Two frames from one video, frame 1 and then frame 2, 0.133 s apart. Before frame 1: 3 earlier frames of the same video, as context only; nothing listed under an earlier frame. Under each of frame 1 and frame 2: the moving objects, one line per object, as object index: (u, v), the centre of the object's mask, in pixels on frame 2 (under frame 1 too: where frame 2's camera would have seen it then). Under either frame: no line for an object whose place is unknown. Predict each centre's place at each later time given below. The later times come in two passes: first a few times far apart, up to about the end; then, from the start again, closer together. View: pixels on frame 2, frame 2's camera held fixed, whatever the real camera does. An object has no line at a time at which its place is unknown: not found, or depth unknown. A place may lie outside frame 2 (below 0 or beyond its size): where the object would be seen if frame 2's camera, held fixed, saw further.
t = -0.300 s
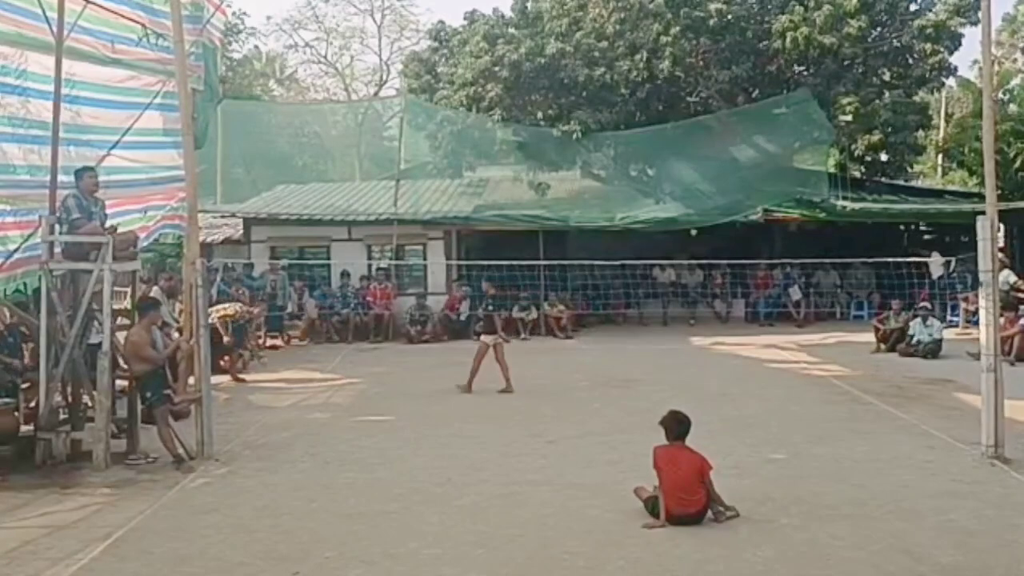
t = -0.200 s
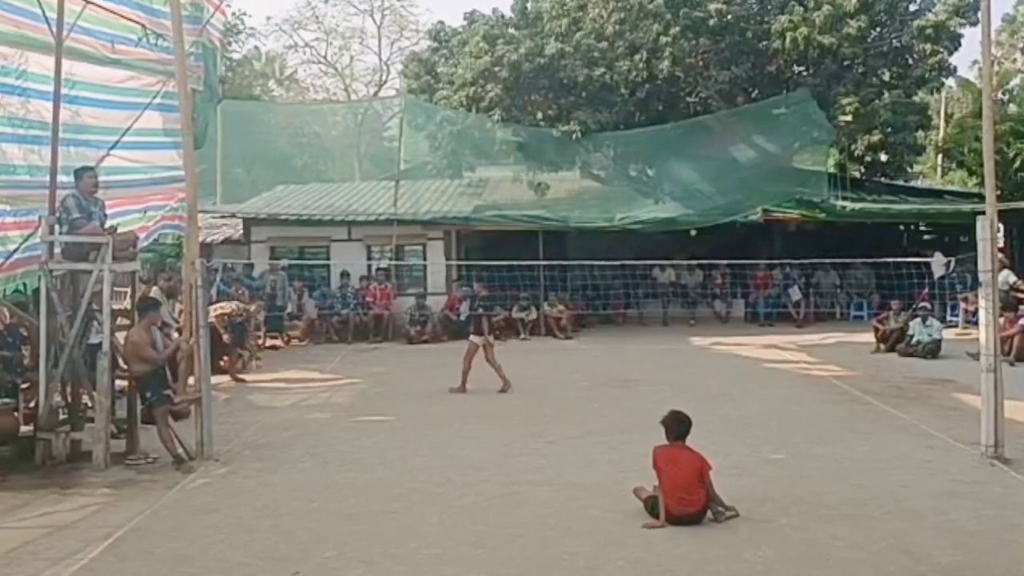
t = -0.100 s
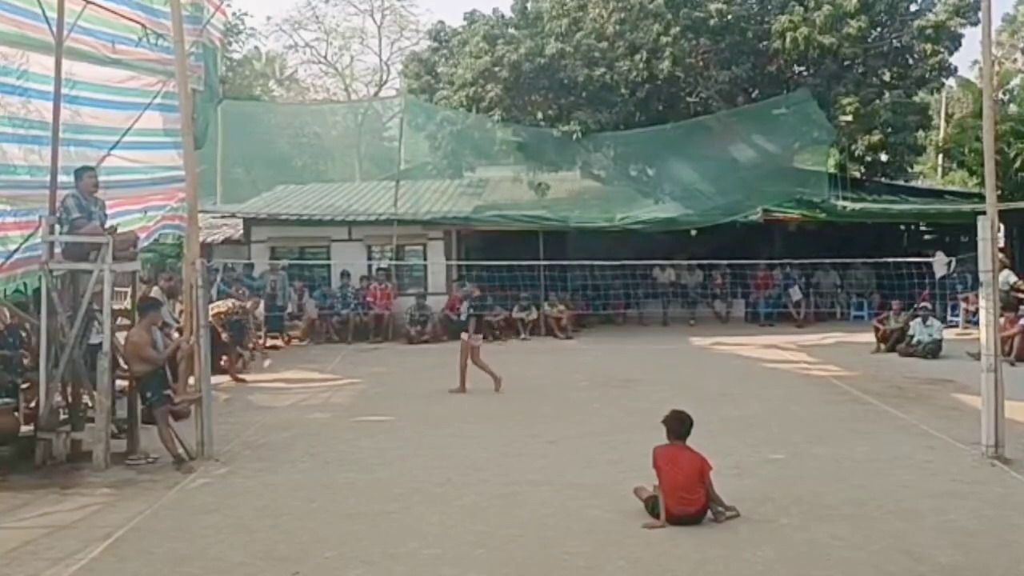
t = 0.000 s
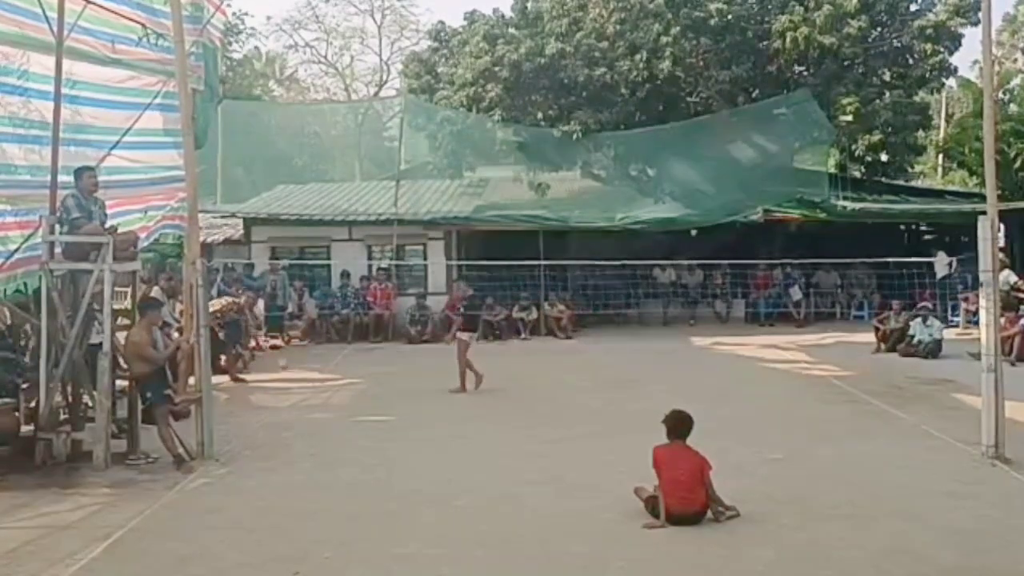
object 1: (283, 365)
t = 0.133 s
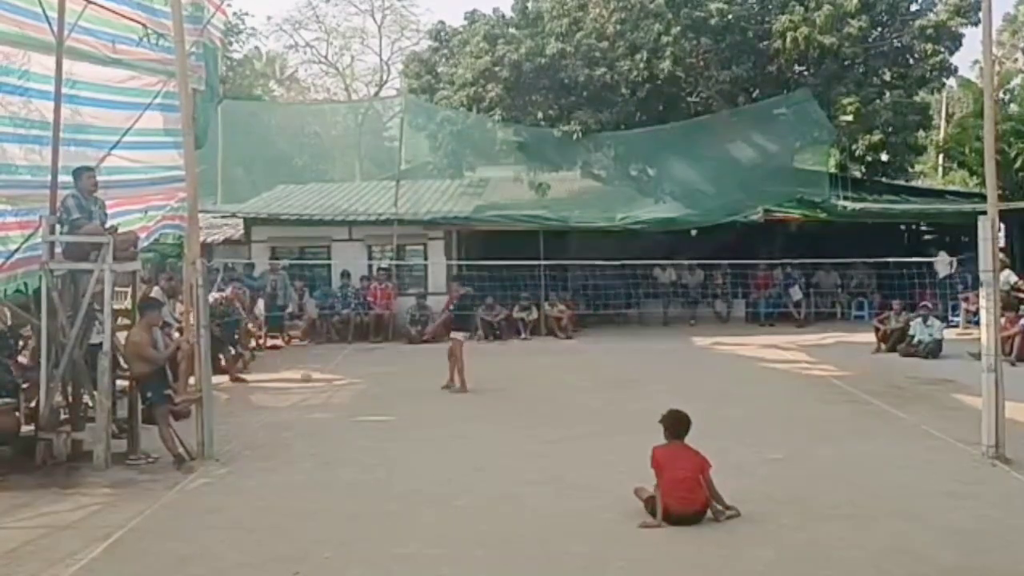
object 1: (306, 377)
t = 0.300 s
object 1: (332, 400)
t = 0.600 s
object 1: (367, 415)
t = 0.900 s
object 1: (407, 438)
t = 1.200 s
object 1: (459, 462)
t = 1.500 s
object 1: (521, 486)
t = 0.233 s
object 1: (323, 399)
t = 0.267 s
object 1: (328, 402)
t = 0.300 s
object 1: (332, 400)
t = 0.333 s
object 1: (335, 399)
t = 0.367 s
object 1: (339, 399)
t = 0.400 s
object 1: (342, 401)
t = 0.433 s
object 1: (346, 403)
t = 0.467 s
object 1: (351, 406)
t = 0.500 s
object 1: (354, 412)
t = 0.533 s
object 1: (359, 419)
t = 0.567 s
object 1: (362, 418)
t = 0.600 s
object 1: (367, 415)
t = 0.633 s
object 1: (371, 414)
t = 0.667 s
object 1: (375, 413)
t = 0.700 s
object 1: (379, 414)
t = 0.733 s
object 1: (384, 417)
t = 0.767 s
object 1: (388, 421)
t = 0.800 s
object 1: (392, 425)
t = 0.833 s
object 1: (397, 431)
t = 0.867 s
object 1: (402, 440)
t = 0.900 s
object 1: (407, 438)
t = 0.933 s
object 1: (413, 438)
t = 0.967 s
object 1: (418, 440)
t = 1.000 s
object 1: (424, 442)
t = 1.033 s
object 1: (429, 448)
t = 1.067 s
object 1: (435, 453)
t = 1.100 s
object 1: (441, 454)
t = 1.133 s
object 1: (447, 455)
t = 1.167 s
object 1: (453, 458)
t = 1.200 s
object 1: (459, 462)
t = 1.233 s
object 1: (466, 465)
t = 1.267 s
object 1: (472, 468)
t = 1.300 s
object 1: (479, 470)
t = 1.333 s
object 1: (485, 472)
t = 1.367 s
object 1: (492, 475)
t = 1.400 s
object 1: (500, 479)
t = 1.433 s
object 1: (507, 482)
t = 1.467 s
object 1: (513, 485)
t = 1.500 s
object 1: (521, 486)
